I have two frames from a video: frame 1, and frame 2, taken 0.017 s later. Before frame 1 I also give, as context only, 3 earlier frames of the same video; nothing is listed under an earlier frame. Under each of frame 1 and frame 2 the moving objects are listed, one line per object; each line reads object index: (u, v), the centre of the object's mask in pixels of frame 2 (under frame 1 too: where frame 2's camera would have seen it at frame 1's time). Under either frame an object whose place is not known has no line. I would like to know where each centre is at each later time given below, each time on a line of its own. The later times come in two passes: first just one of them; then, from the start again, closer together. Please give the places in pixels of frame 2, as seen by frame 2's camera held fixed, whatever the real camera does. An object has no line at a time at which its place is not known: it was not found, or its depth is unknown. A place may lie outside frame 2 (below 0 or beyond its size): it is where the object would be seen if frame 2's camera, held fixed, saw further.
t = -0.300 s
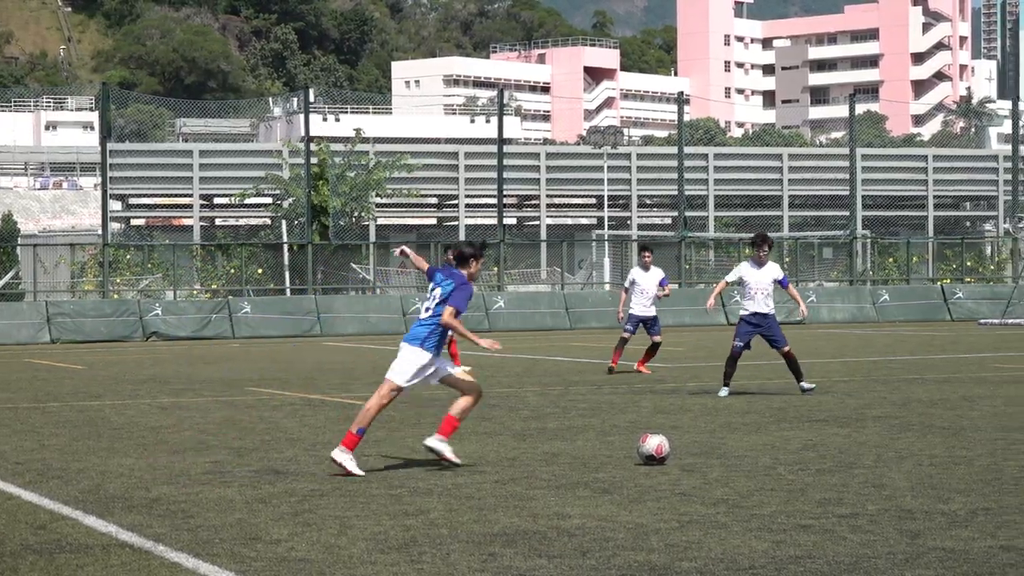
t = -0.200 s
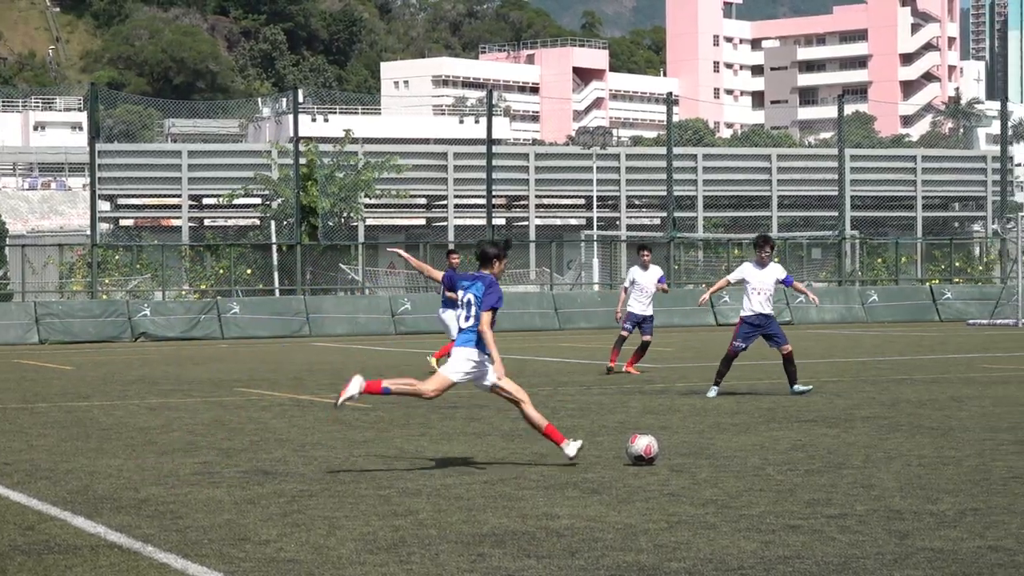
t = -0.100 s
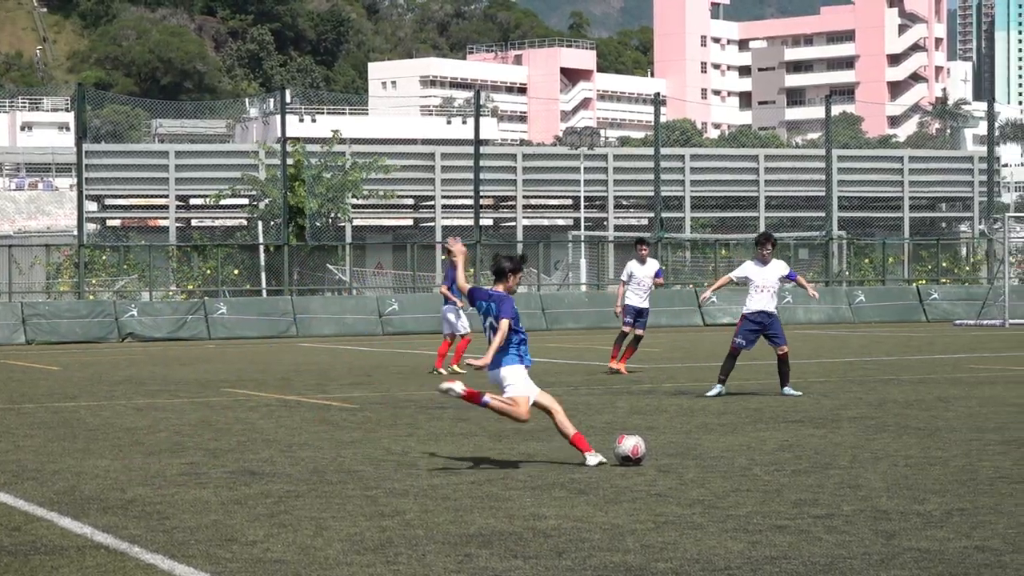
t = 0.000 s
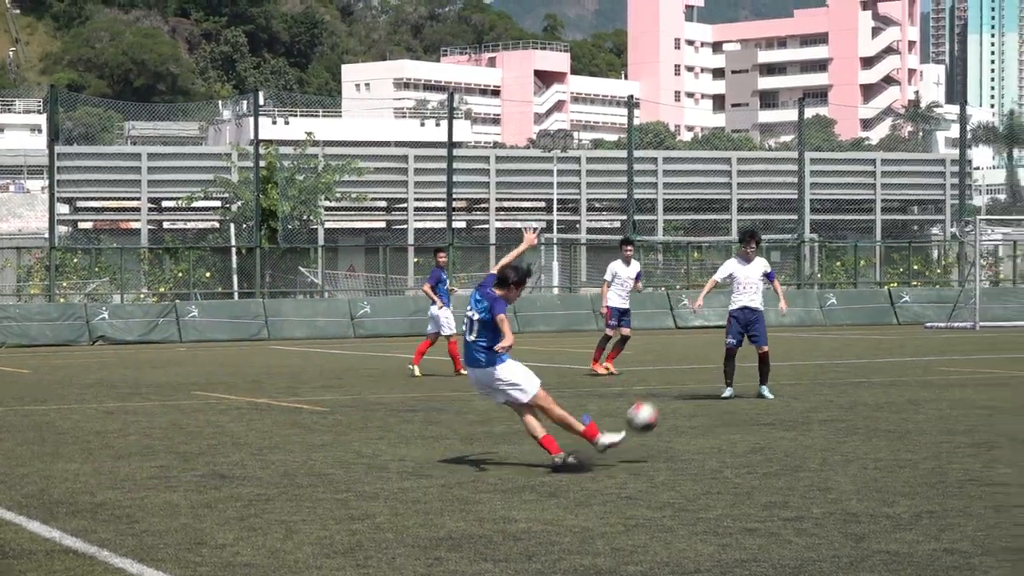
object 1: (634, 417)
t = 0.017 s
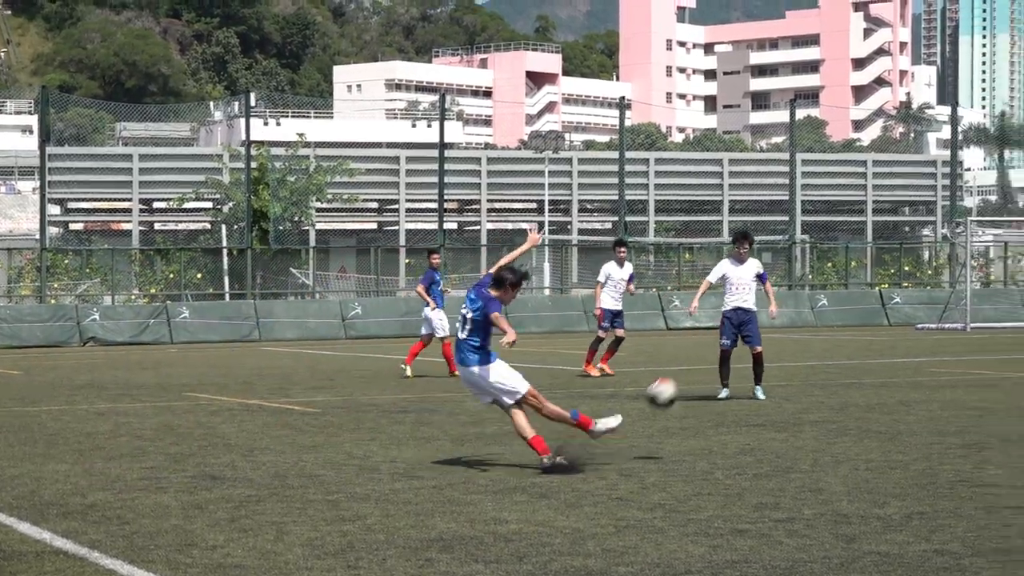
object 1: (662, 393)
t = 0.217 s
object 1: (922, 175)
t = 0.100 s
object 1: (786, 285)
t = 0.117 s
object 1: (807, 267)
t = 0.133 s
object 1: (829, 249)
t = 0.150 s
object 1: (848, 233)
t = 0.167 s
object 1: (868, 218)
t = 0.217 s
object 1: (922, 175)
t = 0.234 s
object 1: (937, 163)
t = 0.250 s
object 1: (953, 150)
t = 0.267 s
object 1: (970, 138)
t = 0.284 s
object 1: (983, 127)
